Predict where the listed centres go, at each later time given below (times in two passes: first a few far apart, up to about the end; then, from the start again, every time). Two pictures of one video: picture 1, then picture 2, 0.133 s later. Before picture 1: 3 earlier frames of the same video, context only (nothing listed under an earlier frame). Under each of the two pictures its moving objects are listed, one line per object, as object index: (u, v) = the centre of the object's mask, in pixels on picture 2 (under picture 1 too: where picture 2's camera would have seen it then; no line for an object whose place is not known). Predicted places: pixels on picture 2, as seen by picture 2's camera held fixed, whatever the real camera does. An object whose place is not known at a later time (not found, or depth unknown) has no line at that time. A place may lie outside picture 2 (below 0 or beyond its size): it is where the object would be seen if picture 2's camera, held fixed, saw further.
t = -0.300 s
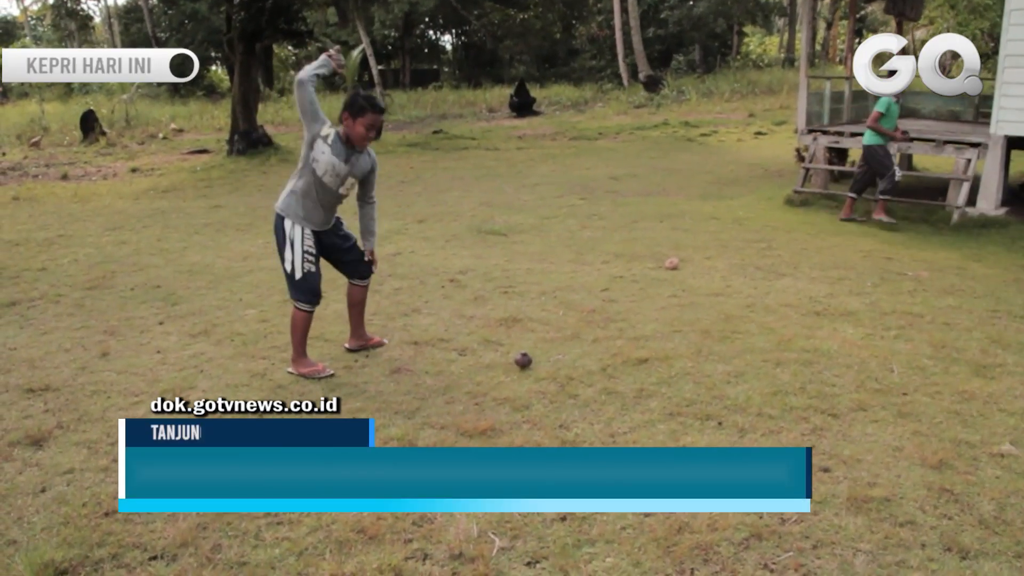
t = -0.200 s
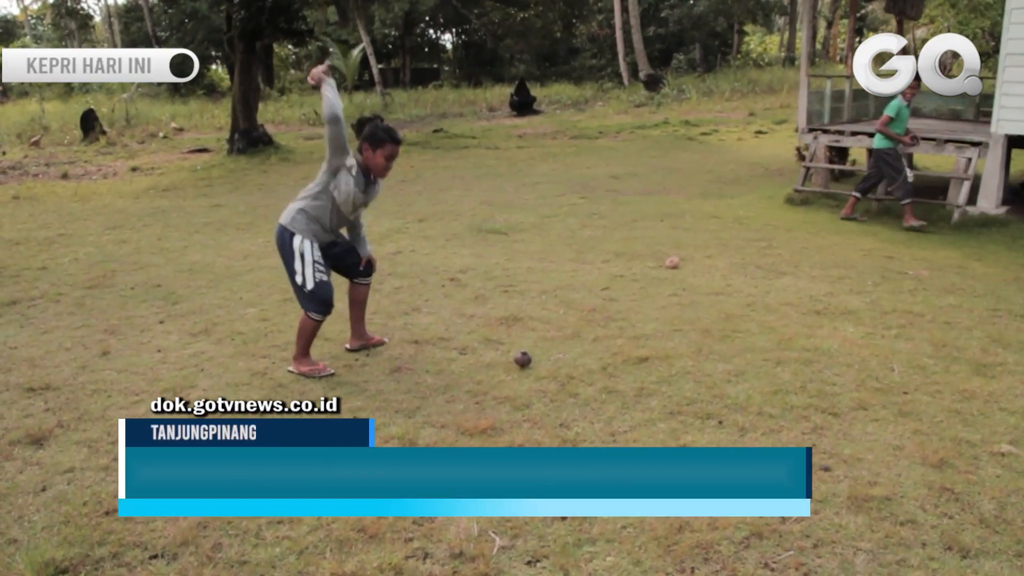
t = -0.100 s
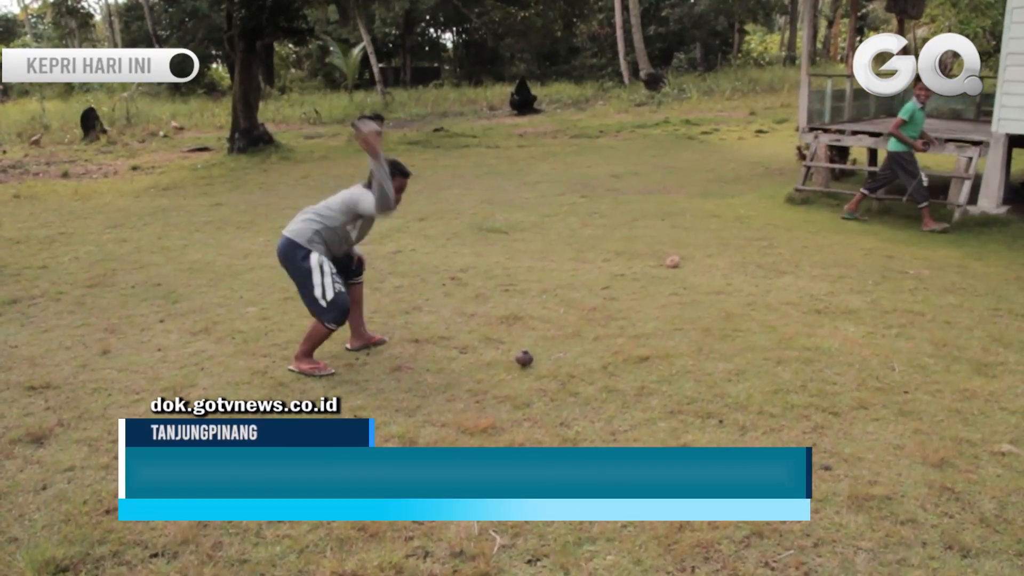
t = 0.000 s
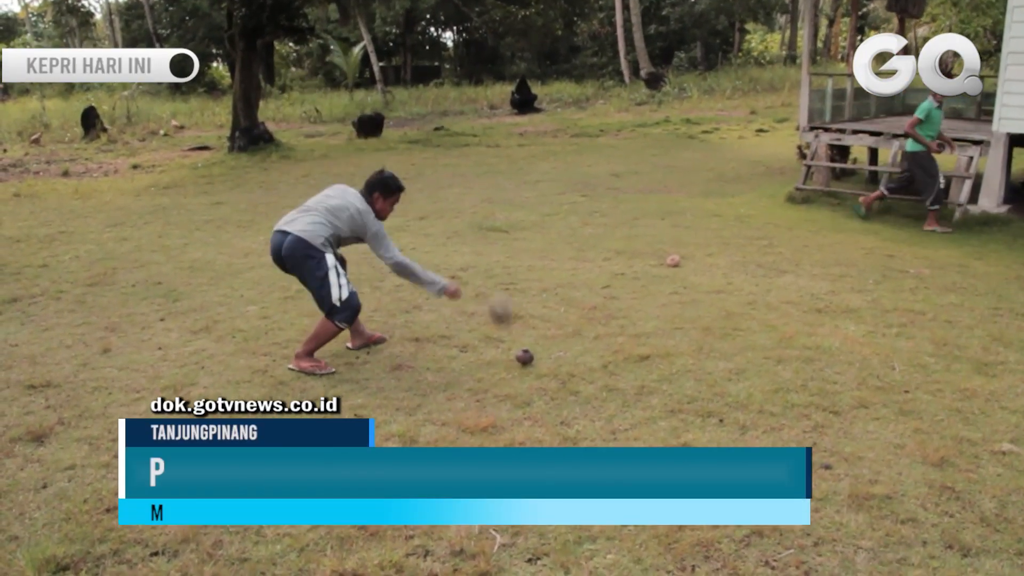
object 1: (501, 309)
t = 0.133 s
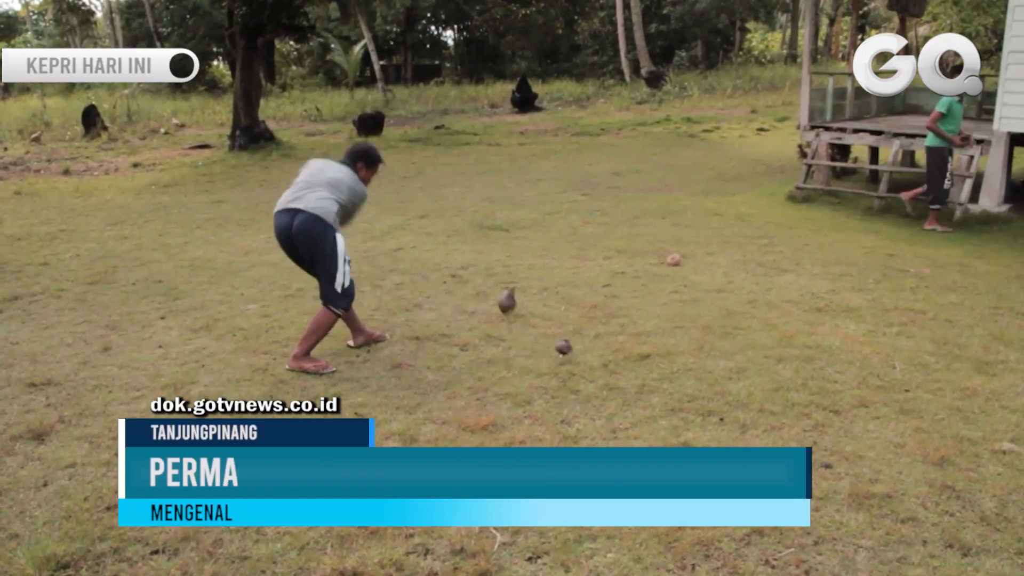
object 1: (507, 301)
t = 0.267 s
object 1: (475, 261)
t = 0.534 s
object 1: (423, 278)
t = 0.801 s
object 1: (387, 258)
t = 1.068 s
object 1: (364, 250)
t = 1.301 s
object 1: (348, 243)
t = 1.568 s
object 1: (327, 240)
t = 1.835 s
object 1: (309, 237)
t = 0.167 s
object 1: (499, 288)
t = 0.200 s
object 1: (491, 277)
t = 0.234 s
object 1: (482, 268)
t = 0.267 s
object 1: (475, 261)
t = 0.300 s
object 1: (467, 257)
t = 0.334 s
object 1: (460, 255)
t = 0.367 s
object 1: (453, 255)
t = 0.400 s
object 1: (446, 256)
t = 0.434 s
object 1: (440, 259)
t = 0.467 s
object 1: (434, 265)
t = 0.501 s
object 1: (428, 271)
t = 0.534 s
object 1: (423, 278)
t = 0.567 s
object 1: (416, 274)
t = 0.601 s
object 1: (411, 269)
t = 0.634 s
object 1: (406, 267)
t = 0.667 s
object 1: (400, 266)
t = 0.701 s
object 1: (396, 266)
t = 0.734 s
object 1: (393, 262)
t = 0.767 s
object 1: (390, 259)
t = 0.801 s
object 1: (387, 258)
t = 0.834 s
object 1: (384, 258)
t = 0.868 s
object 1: (381, 257)
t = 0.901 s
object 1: (378, 256)
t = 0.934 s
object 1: (375, 255)
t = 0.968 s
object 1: (372, 254)
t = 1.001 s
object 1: (369, 252)
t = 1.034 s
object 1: (367, 251)
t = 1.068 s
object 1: (364, 250)
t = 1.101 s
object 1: (362, 247)
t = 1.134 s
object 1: (359, 246)
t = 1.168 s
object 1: (357, 247)
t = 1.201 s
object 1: (355, 246)
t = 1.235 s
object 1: (352, 244)
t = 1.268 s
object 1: (350, 243)
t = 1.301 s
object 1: (348, 243)
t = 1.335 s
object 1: (346, 244)
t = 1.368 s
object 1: (344, 242)
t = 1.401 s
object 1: (341, 241)
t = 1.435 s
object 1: (339, 241)
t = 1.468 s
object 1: (336, 241)
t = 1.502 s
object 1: (333, 240)
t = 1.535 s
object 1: (330, 240)
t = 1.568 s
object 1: (327, 240)
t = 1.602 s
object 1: (324, 239)
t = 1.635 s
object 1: (322, 239)
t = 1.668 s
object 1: (319, 239)
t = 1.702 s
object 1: (317, 238)
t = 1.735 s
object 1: (314, 238)
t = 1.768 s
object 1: (313, 237)
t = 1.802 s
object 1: (311, 237)
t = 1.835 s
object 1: (309, 237)
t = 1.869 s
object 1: (307, 236)
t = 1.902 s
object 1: (306, 236)
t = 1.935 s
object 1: (305, 235)
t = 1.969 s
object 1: (304, 235)
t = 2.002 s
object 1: (303, 235)
